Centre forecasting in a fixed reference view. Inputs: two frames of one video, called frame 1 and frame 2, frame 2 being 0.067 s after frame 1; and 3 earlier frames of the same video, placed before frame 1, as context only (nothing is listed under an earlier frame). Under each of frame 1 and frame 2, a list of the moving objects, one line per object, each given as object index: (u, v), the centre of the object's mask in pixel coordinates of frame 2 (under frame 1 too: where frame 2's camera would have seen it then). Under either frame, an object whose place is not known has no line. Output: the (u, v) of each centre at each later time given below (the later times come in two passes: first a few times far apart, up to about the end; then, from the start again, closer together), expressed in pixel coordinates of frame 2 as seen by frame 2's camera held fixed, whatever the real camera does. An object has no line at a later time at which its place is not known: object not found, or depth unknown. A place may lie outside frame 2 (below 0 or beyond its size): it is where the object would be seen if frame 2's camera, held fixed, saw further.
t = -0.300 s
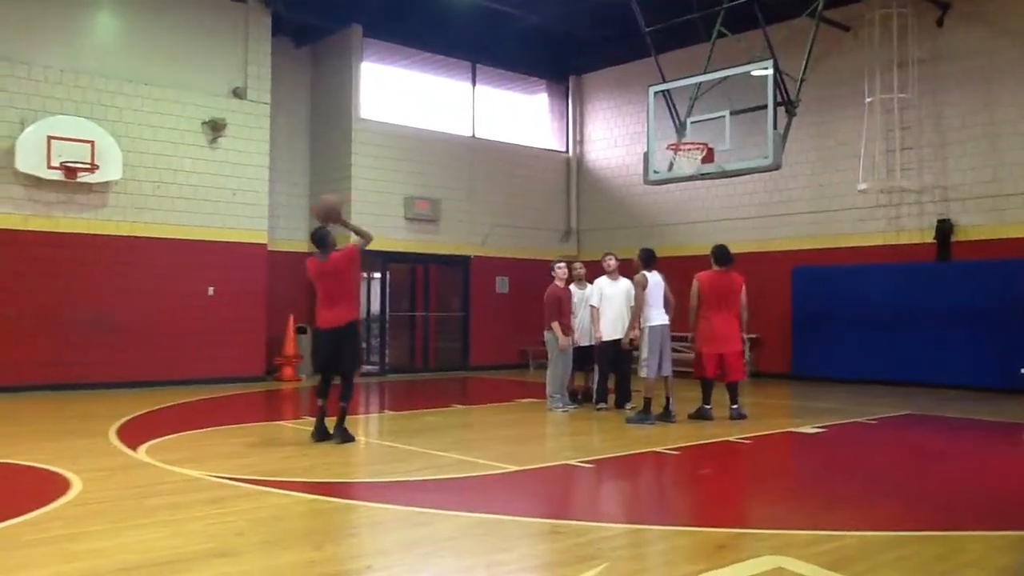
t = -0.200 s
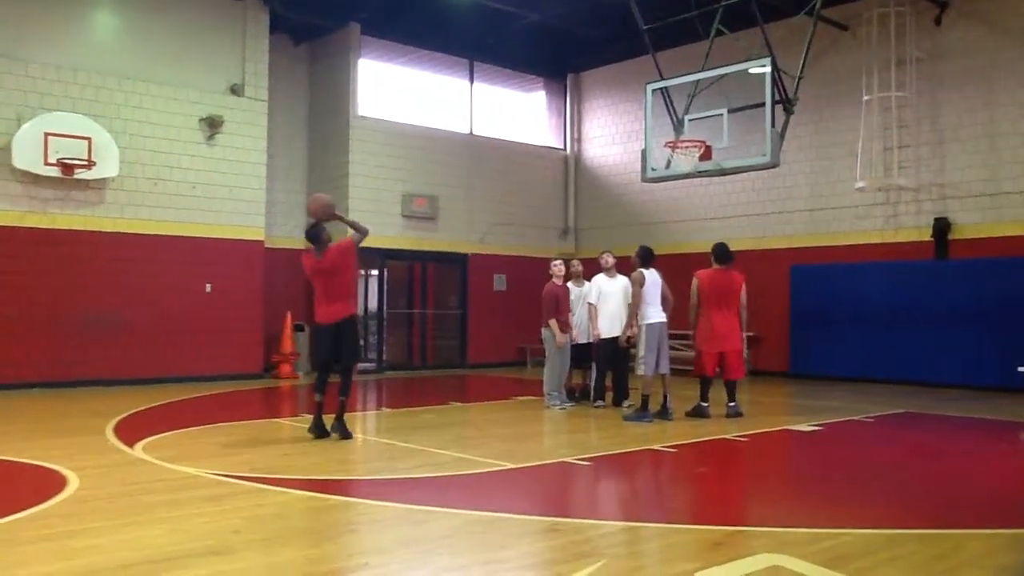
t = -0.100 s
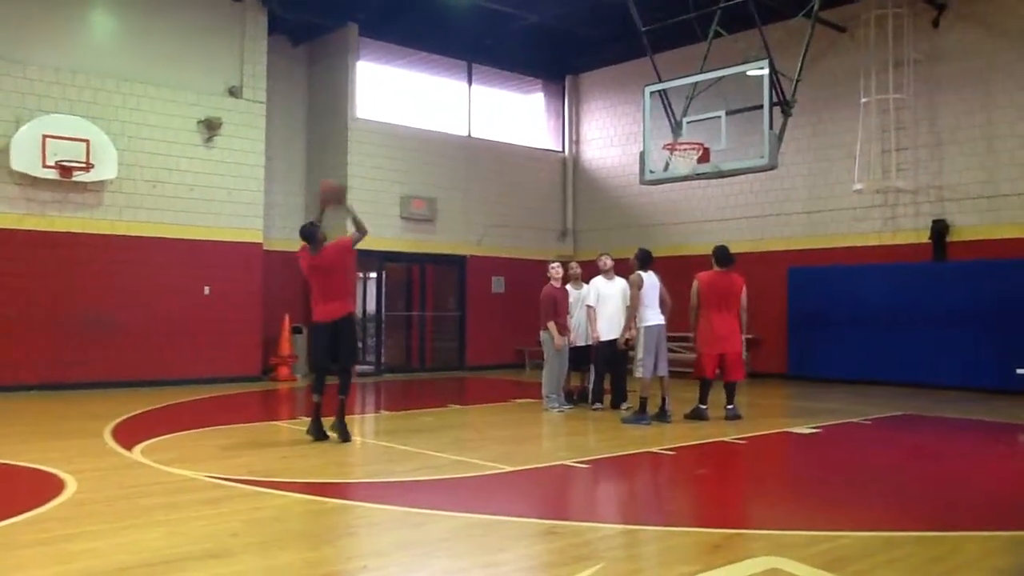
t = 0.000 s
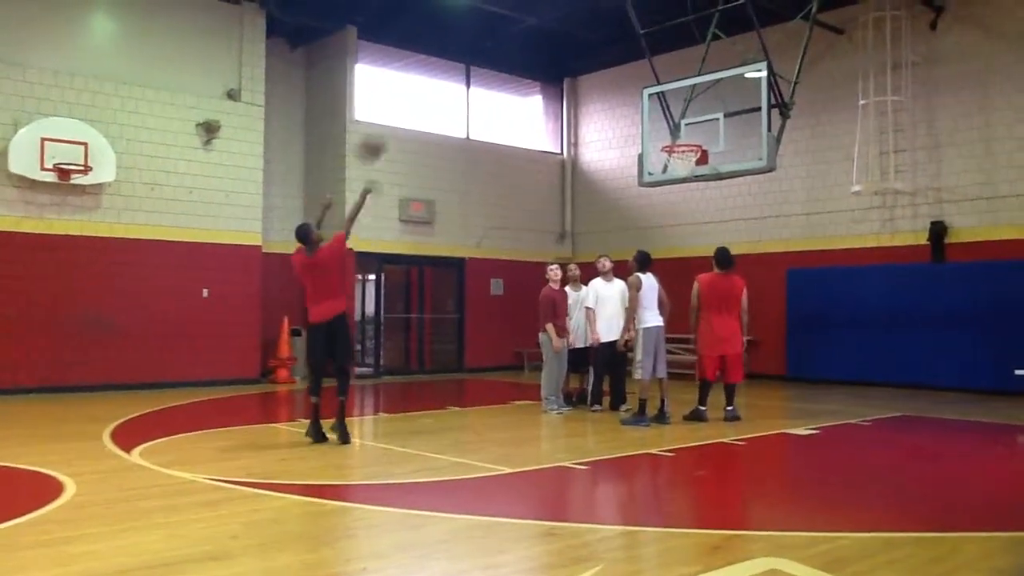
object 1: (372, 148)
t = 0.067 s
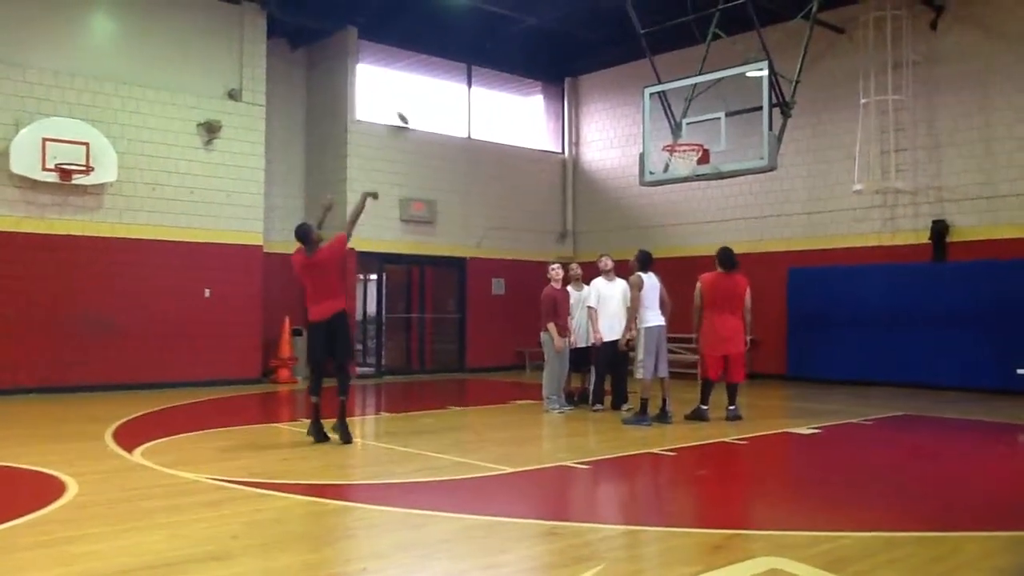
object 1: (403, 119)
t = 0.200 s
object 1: (459, 74)
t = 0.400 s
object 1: (532, 49)
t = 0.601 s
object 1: (600, 62)
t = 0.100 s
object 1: (417, 106)
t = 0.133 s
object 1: (431, 95)
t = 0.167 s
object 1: (445, 84)
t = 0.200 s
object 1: (459, 74)
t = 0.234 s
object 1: (473, 68)
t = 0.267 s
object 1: (485, 62)
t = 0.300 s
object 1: (497, 57)
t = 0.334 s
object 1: (509, 53)
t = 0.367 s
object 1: (520, 51)
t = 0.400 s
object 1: (532, 49)
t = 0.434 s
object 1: (544, 49)
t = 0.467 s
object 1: (556, 50)
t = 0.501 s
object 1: (567, 52)
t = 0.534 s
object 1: (577, 55)
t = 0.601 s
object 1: (600, 62)
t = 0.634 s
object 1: (609, 68)
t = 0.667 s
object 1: (618, 74)
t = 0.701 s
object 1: (628, 82)
